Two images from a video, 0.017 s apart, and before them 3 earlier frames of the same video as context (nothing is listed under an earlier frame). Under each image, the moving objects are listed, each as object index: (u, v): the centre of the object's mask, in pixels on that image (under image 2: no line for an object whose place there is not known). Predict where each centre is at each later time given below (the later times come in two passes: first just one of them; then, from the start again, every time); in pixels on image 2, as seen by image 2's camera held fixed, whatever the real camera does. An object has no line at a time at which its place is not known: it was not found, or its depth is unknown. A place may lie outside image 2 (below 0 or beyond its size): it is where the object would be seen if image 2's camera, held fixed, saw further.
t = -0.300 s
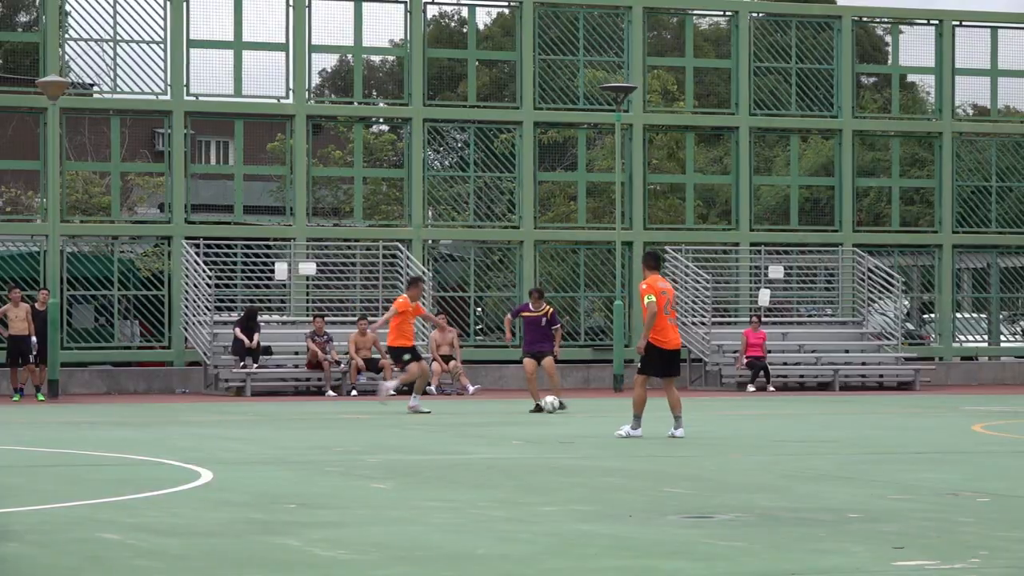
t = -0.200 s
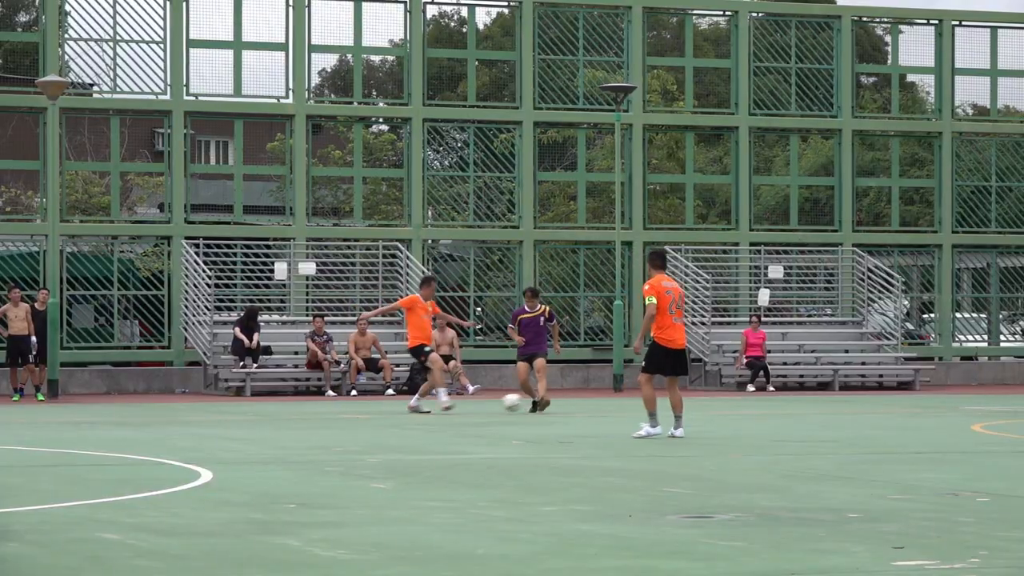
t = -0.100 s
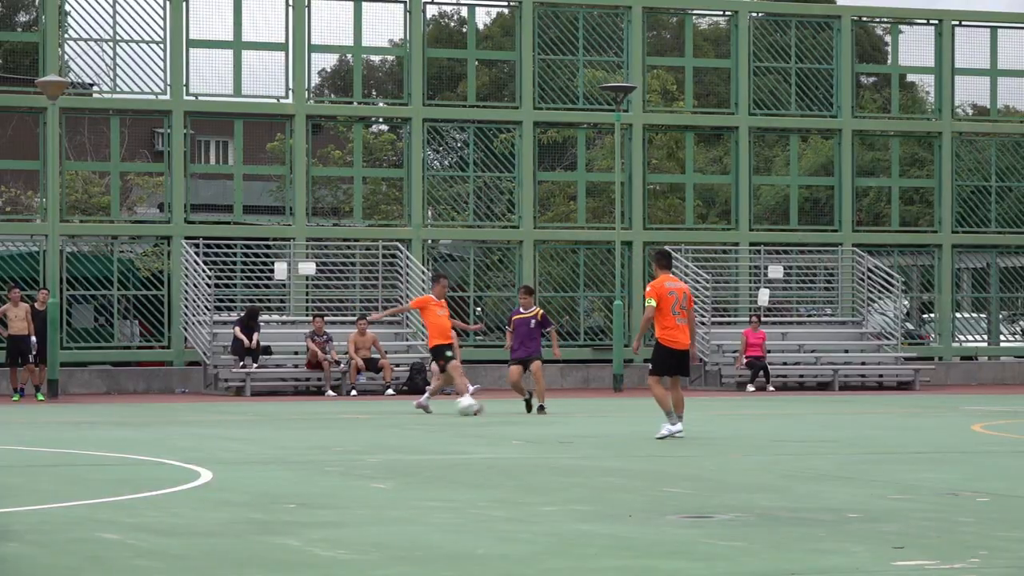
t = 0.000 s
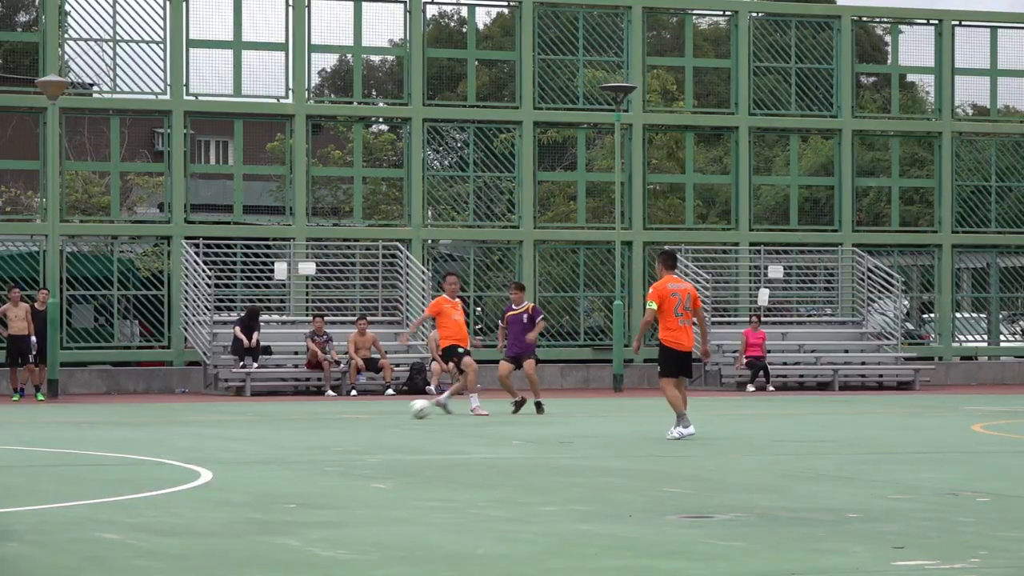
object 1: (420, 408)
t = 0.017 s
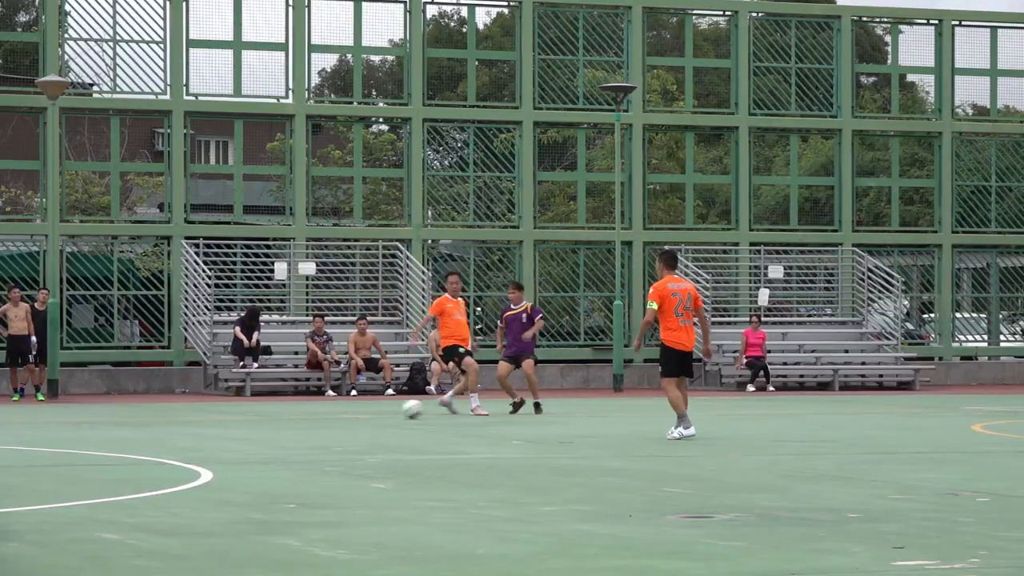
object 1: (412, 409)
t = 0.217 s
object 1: (326, 411)
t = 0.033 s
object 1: (405, 408)
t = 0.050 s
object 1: (398, 408)
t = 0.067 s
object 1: (391, 408)
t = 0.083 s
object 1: (384, 408)
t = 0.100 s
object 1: (376, 409)
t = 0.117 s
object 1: (369, 410)
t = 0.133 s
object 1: (361, 411)
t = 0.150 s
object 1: (354, 413)
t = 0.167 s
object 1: (347, 412)
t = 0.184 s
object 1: (340, 411)
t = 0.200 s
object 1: (333, 411)
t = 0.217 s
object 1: (326, 411)
